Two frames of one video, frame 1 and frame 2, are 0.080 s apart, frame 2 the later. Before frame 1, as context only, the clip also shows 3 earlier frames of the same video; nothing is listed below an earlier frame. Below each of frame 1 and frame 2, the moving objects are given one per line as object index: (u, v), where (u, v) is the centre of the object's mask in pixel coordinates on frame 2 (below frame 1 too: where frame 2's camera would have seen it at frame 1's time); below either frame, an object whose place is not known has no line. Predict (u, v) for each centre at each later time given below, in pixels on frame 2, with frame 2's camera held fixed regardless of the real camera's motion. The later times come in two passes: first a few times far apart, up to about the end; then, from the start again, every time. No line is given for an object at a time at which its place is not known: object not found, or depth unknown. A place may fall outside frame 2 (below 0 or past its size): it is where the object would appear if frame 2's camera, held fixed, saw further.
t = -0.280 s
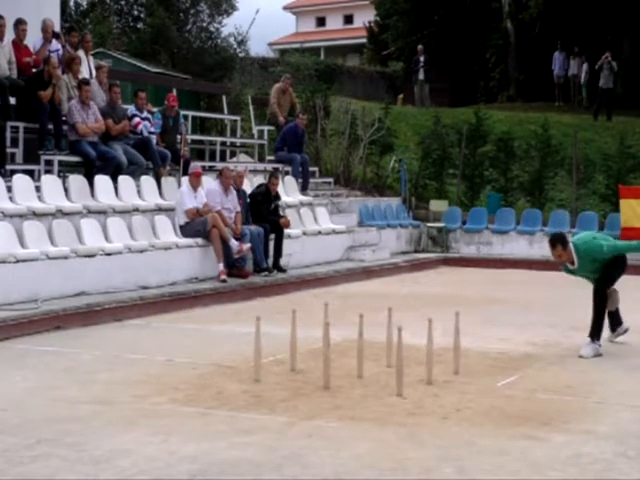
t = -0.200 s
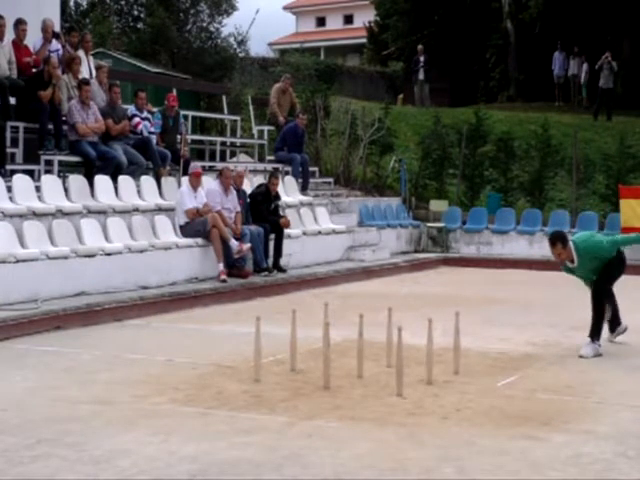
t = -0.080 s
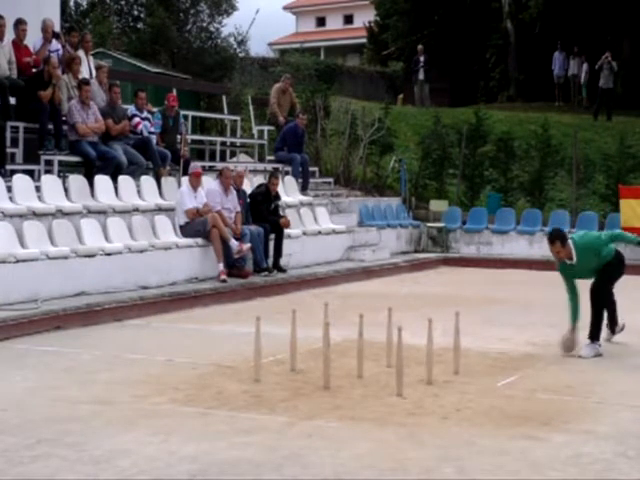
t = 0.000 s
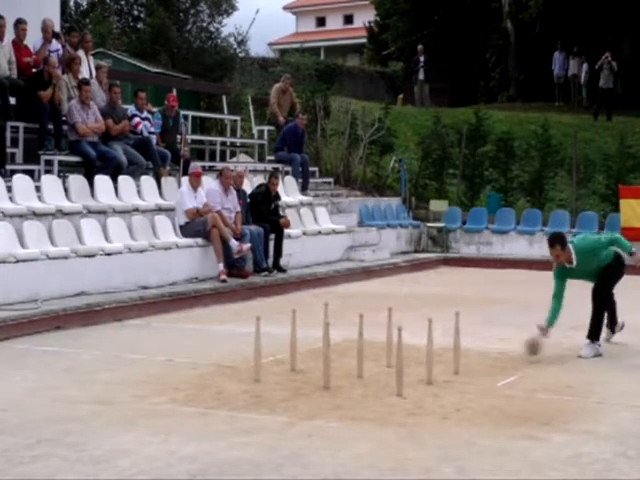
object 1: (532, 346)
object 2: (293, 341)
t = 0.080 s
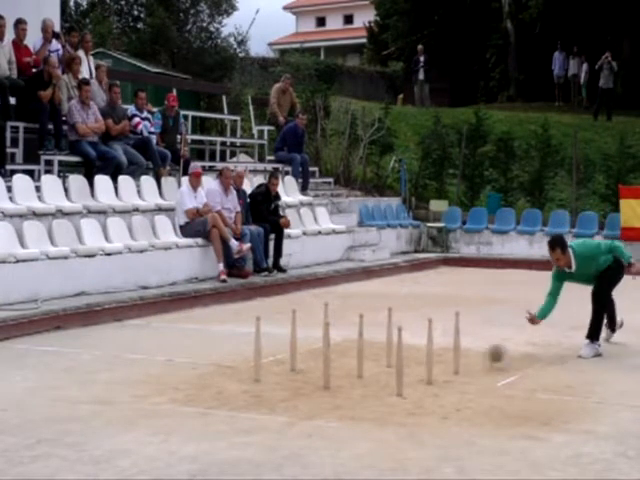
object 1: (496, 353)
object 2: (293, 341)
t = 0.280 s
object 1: (423, 370)
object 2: (293, 341)
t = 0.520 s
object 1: (373, 384)
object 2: (293, 341)
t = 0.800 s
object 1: (325, 395)
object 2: (293, 341)
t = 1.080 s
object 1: (276, 410)
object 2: (287, 340)
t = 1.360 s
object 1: (221, 423)
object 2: (275, 345)
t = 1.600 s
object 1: (172, 432)
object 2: (272, 359)
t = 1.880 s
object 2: (253, 364)
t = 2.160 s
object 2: (253, 364)
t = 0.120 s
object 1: (475, 362)
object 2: (293, 341)
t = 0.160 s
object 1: (458, 367)
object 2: (293, 341)
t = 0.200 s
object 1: (446, 369)
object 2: (293, 341)
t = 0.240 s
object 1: (435, 372)
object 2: (293, 341)
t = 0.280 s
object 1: (423, 370)
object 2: (293, 341)
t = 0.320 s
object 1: (414, 372)
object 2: (293, 341)
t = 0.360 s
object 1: (408, 379)
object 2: (293, 341)
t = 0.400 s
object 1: (392, 381)
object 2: (293, 341)
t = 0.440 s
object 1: (387, 380)
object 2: (293, 341)
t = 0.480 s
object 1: (380, 382)
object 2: (293, 341)
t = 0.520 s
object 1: (373, 384)
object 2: (293, 341)
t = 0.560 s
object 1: (367, 385)
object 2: (293, 331)
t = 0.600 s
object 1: (360, 387)
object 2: (293, 332)
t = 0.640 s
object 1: (354, 389)
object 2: (293, 338)
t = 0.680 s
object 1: (346, 391)
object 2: (293, 339)
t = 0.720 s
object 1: (339, 391)
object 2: (293, 338)
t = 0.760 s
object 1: (333, 393)
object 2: (293, 341)
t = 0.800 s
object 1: (325, 395)
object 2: (293, 341)
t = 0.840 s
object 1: (318, 398)
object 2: (293, 342)
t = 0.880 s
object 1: (311, 400)
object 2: (293, 340)
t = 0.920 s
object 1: (304, 402)
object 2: (292, 341)
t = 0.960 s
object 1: (297, 404)
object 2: (291, 341)
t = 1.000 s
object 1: (290, 404)
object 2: (290, 341)
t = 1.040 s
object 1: (283, 405)
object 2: (289, 341)
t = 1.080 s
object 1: (276, 410)
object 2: (287, 340)
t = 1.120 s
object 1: (268, 413)
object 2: (286, 340)
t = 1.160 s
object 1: (261, 415)
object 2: (284, 340)
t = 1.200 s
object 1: (253, 416)
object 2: (282, 340)
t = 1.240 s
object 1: (244, 418)
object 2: (281, 341)
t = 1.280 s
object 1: (237, 419)
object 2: (279, 342)
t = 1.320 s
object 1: (229, 420)
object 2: (277, 343)
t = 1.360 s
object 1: (221, 423)
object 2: (275, 345)
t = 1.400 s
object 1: (213, 425)
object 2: (273, 349)
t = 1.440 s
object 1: (205, 427)
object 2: (275, 357)
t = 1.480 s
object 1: (197, 428)
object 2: (274, 360)
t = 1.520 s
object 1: (188, 429)
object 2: (273, 365)
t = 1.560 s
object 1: (180, 430)
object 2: (273, 361)
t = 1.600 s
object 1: (172, 432)
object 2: (272, 359)
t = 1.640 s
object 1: (163, 435)
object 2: (272, 357)
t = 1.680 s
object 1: (155, 437)
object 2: (270, 358)
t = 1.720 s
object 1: (146, 439)
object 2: (271, 361)
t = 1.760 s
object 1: (137, 442)
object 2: (269, 364)
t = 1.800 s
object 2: (269, 364)
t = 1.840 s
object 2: (269, 364)
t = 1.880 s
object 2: (253, 364)
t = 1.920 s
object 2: (253, 364)
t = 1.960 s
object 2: (253, 364)
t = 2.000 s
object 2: (253, 364)
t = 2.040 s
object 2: (253, 364)
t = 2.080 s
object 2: (253, 364)
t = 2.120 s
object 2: (253, 364)
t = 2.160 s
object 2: (253, 364)
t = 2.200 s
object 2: (253, 364)
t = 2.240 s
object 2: (253, 364)
